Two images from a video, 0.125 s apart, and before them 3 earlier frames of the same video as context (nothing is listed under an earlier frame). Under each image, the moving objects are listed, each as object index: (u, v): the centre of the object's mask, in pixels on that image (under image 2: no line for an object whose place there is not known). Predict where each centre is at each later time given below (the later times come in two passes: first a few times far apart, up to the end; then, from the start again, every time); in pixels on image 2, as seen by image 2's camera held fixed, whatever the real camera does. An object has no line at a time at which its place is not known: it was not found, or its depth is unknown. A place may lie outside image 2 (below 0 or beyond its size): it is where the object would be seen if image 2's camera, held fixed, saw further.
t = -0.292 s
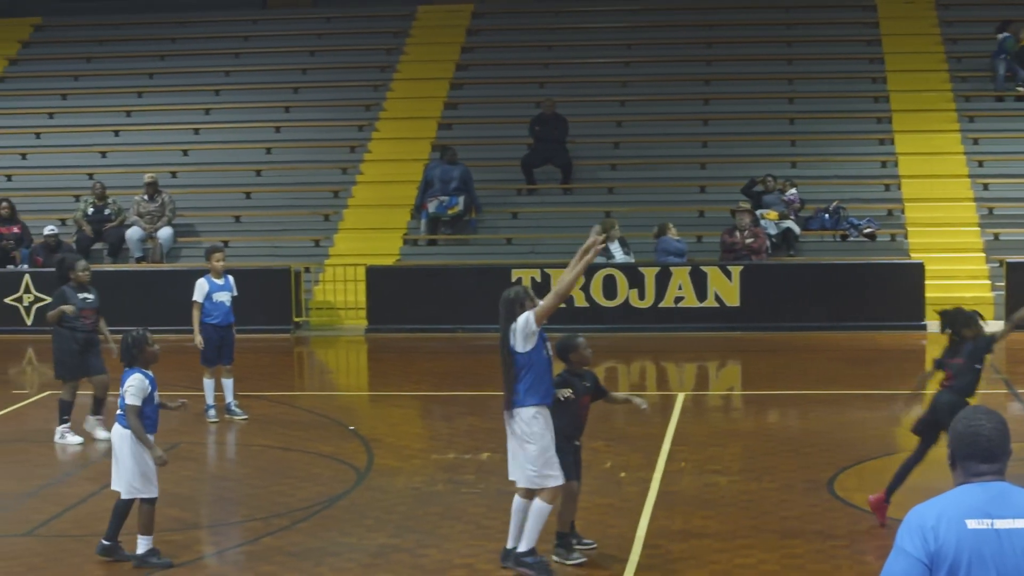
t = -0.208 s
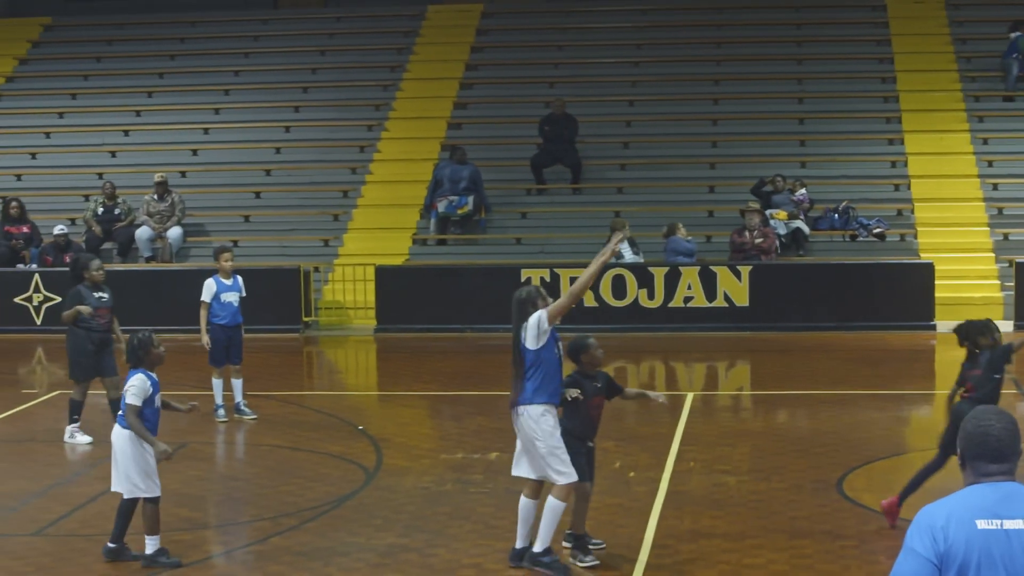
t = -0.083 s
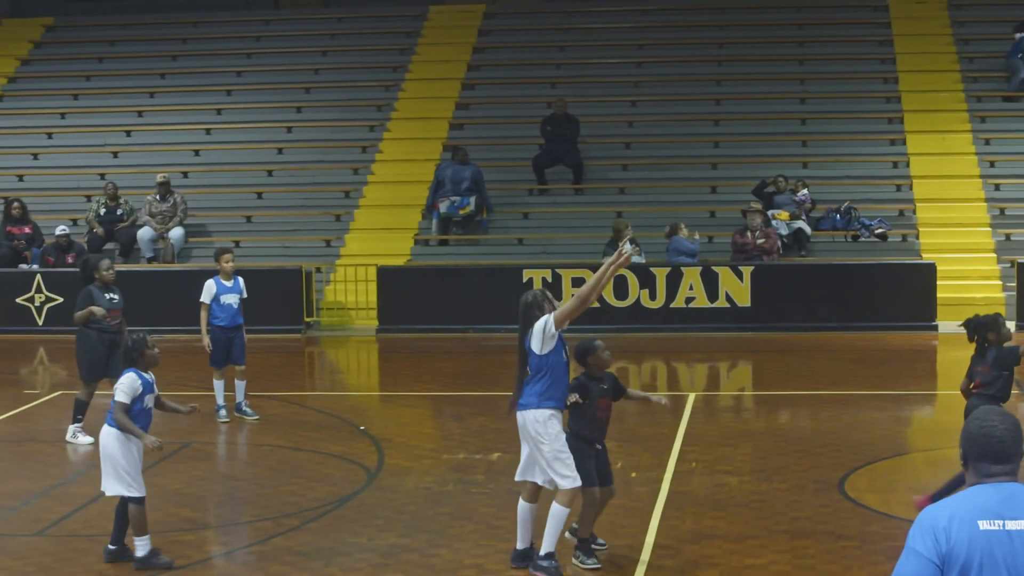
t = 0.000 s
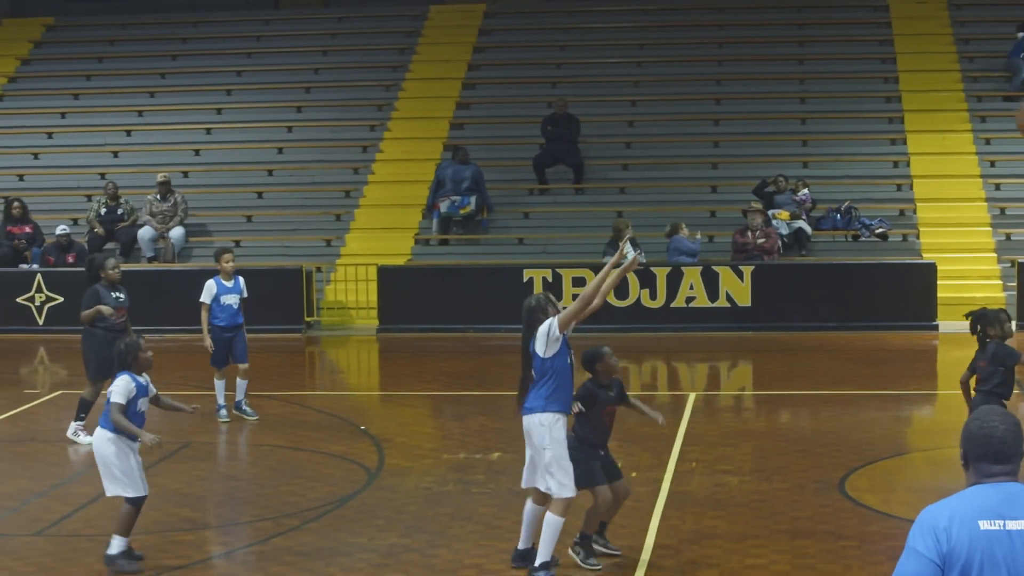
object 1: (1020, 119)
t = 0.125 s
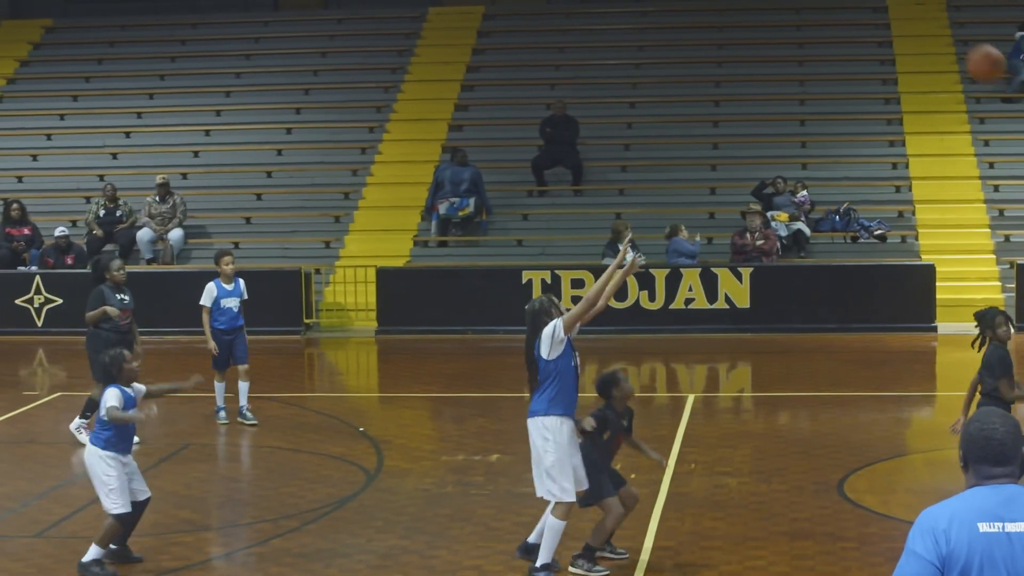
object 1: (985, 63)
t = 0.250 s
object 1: (940, 33)
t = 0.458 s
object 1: (865, 36)
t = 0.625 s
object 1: (805, 88)
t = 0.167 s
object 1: (971, 50)
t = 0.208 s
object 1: (955, 40)
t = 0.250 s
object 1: (940, 33)
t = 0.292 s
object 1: (925, 28)
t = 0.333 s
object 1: (910, 26)
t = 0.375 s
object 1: (895, 27)
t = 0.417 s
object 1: (880, 30)
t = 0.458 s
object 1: (865, 36)
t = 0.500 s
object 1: (850, 45)
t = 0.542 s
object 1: (835, 56)
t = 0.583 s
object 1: (820, 72)
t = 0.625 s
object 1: (805, 88)
